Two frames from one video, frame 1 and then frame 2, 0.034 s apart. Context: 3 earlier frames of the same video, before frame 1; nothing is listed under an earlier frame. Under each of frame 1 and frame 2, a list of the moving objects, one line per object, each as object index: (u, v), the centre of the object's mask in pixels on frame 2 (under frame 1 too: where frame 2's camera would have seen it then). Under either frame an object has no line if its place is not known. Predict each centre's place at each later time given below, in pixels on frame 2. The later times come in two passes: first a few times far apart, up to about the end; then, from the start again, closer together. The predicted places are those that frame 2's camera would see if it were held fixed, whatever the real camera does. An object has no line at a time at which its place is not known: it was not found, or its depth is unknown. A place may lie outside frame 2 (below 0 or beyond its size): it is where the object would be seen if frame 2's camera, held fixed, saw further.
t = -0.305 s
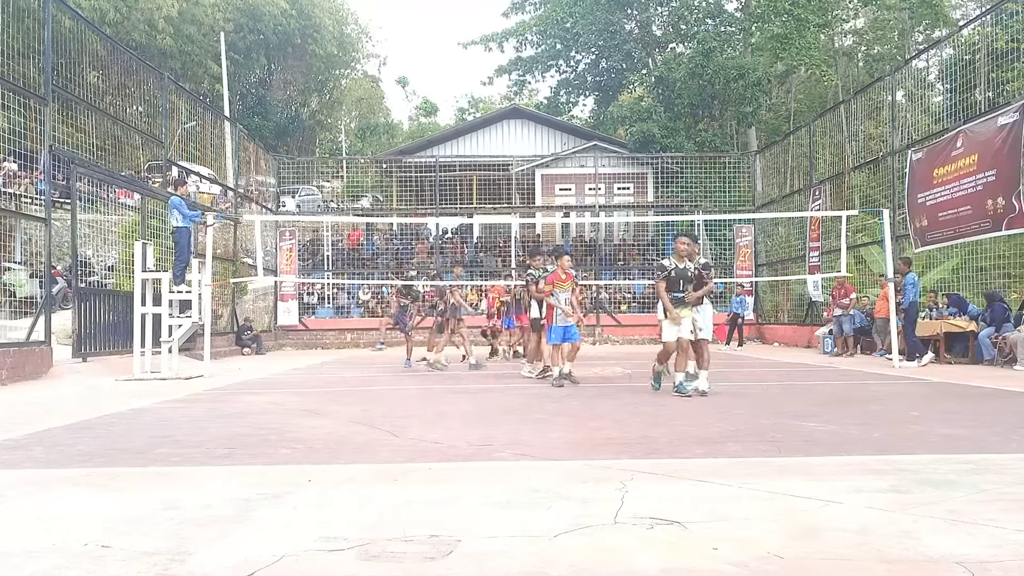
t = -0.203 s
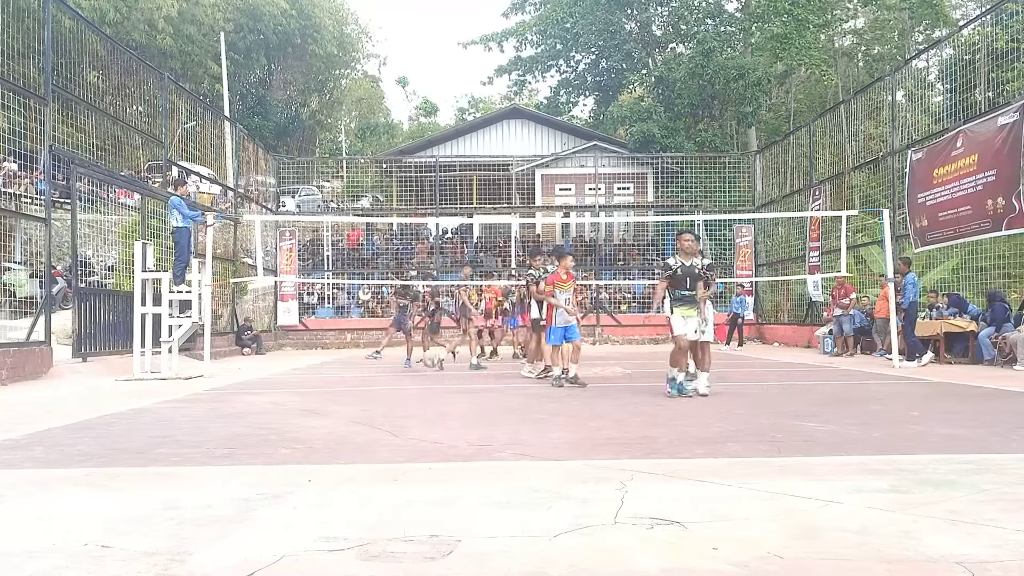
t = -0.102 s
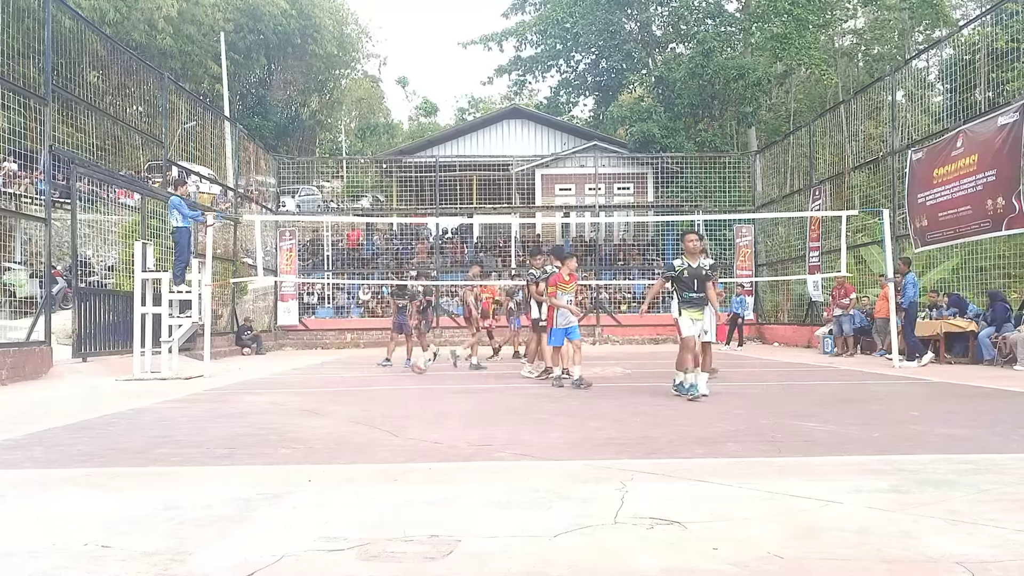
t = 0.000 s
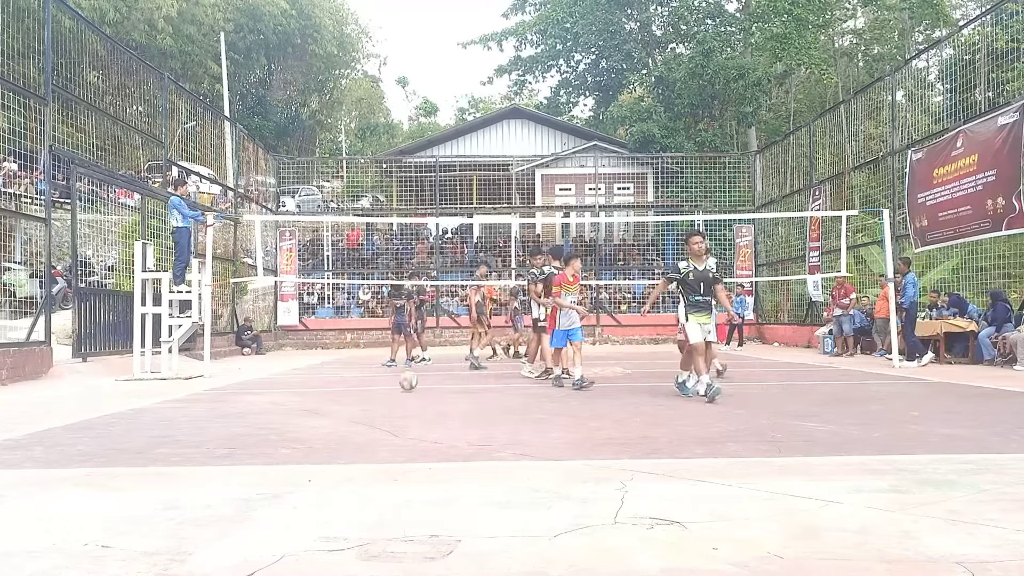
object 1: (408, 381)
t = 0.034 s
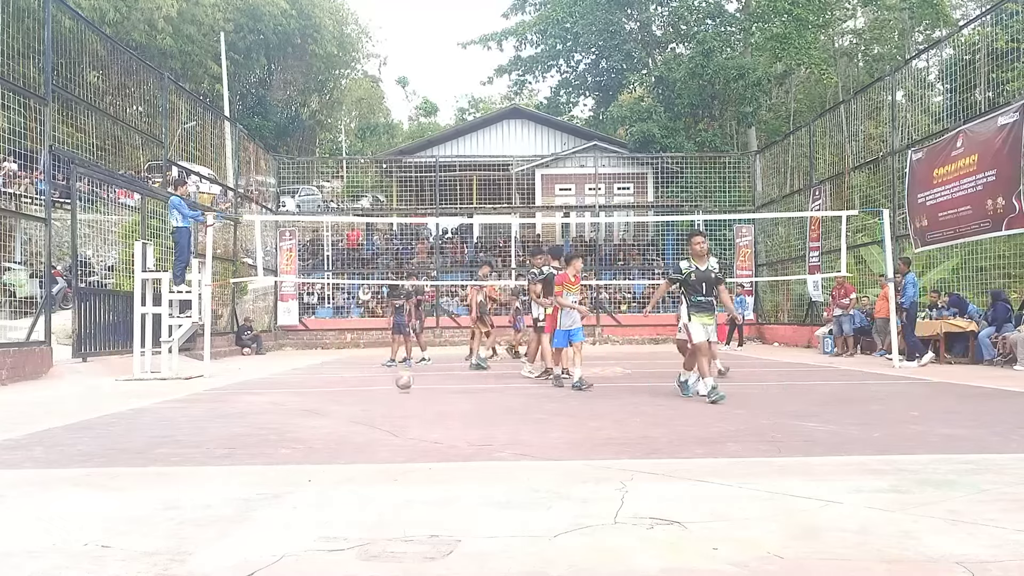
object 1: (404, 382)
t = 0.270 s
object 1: (374, 368)
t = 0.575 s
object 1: (329, 376)
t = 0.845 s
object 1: (285, 394)
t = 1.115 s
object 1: (232, 389)
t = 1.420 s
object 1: (164, 401)
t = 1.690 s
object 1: (91, 421)
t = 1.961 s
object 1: (11, 442)
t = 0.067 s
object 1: (400, 374)
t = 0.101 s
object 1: (395, 372)
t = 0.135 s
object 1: (391, 369)
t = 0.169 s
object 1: (387, 367)
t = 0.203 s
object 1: (383, 367)
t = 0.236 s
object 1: (379, 367)
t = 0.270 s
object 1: (374, 368)
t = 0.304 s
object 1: (369, 371)
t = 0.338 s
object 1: (365, 375)
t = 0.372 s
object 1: (360, 379)
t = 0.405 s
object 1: (355, 385)
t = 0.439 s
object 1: (350, 392)
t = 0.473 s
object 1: (346, 388)
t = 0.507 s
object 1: (340, 384)
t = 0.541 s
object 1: (335, 379)
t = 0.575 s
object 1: (329, 376)
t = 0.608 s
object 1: (325, 373)
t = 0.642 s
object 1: (320, 373)
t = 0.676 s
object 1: (313, 374)
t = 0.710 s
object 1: (308, 375)
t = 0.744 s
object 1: (302, 377)
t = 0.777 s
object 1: (297, 381)
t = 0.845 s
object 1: (285, 394)
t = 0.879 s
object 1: (278, 403)
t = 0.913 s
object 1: (272, 403)
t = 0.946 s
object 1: (267, 397)
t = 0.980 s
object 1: (260, 392)
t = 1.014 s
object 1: (253, 390)
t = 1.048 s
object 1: (246, 389)
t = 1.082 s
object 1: (239, 387)
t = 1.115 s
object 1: (232, 389)
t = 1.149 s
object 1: (226, 392)
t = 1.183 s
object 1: (219, 397)
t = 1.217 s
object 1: (211, 402)
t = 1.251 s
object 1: (202, 409)
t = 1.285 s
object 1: (195, 416)
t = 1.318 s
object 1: (189, 412)
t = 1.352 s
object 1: (179, 405)
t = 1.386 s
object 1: (172, 403)
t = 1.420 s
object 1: (164, 401)
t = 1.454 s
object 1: (155, 401)
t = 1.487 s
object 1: (147, 403)
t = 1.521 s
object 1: (137, 405)
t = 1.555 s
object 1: (129, 409)
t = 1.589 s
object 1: (119, 417)
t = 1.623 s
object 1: (110, 424)
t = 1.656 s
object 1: (101, 425)
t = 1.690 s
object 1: (91, 421)
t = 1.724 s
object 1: (81, 419)
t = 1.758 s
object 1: (71, 416)
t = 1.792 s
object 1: (60, 417)
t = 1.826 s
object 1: (50, 419)
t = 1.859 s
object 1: (39, 423)
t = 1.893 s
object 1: (27, 428)
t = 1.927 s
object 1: (16, 436)
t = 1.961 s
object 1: (11, 442)
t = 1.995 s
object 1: (5, 435)
